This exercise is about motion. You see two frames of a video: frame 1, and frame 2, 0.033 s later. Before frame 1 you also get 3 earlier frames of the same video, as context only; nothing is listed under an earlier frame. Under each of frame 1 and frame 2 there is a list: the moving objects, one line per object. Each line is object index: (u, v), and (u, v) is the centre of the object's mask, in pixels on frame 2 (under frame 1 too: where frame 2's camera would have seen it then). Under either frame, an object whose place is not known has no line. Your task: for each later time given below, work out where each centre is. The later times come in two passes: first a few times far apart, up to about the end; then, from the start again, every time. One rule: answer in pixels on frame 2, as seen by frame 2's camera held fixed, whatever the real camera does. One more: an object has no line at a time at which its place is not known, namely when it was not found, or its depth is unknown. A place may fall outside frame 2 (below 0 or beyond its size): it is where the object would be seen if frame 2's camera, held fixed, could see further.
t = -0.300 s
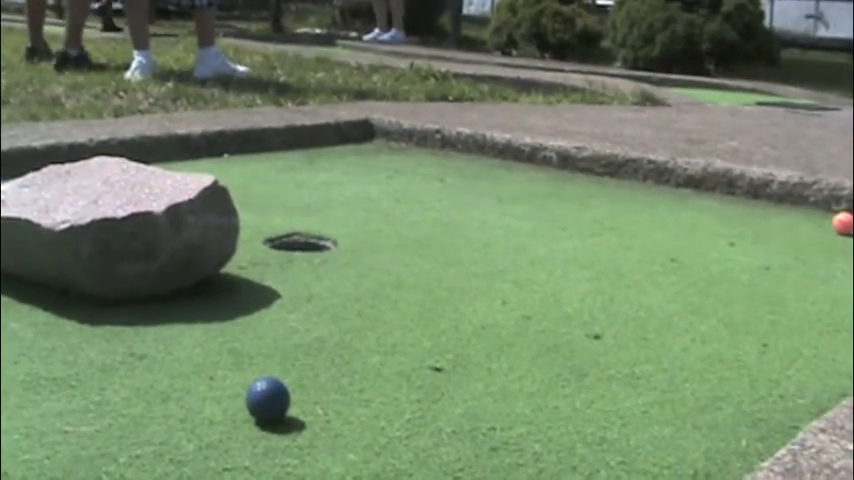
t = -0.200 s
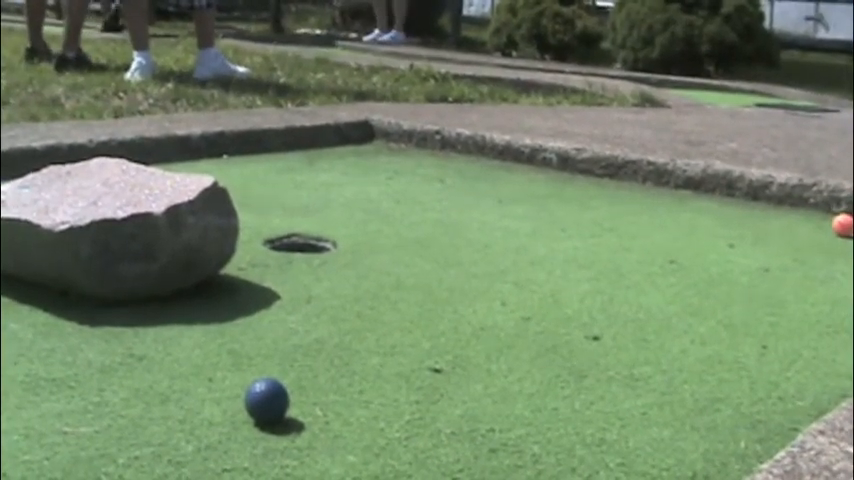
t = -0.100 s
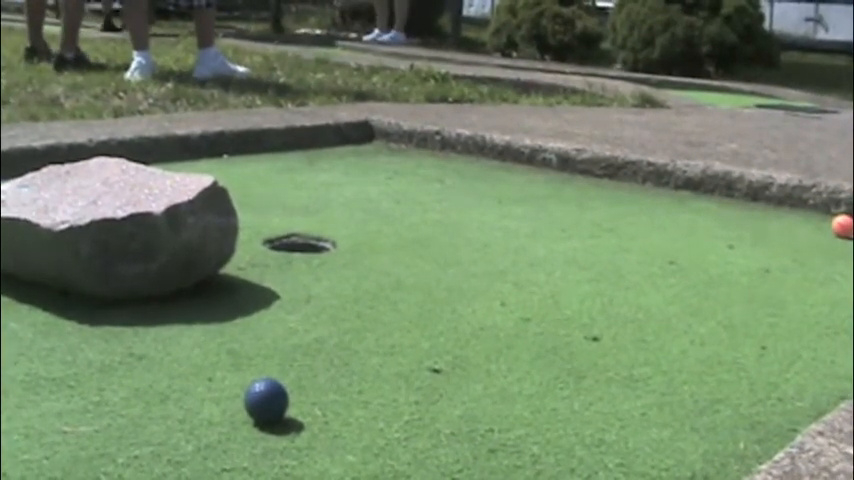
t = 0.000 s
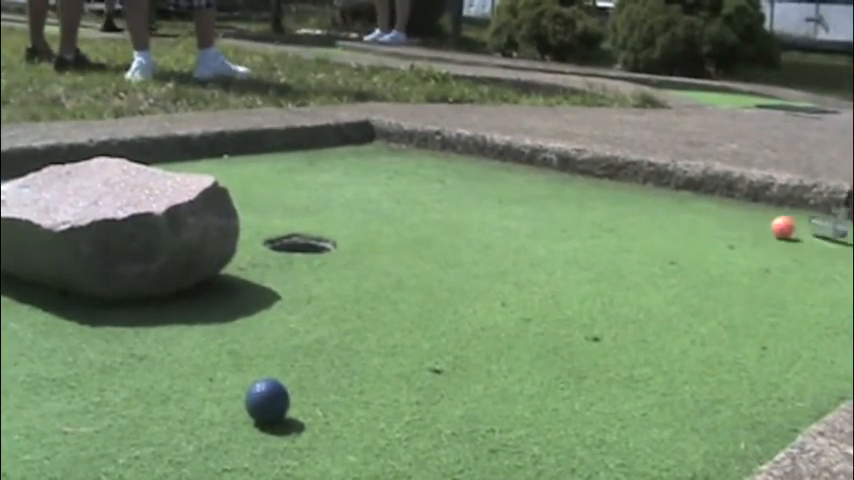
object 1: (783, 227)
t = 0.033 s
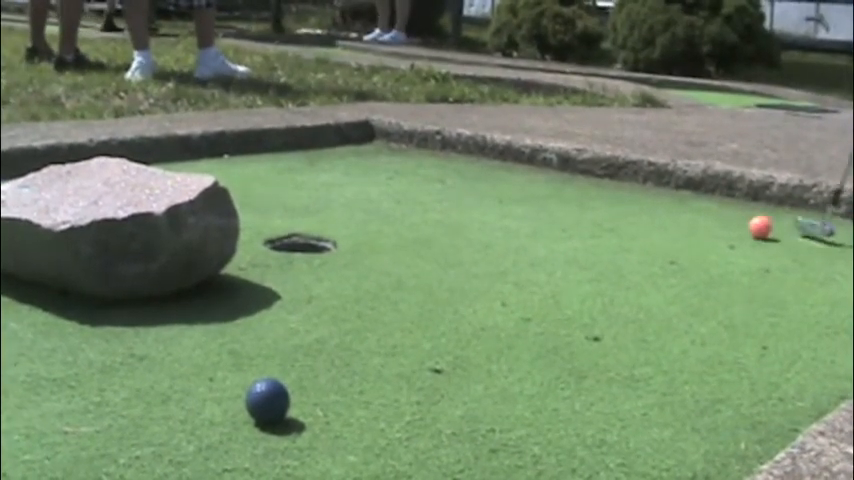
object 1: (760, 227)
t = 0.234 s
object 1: (639, 228)
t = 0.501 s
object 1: (472, 227)
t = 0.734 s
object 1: (323, 227)
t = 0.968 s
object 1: (316, 241)
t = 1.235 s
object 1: (349, 264)
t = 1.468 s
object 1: (363, 283)
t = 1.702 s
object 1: (364, 304)
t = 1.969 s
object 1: (358, 328)
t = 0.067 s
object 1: (739, 227)
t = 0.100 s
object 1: (719, 227)
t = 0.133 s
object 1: (699, 228)
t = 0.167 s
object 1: (679, 228)
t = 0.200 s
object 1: (659, 227)
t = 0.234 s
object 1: (639, 228)
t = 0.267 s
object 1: (619, 227)
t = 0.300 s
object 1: (598, 227)
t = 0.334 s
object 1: (577, 227)
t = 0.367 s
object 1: (557, 227)
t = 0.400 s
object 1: (536, 227)
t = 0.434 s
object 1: (514, 227)
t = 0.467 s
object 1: (493, 226)
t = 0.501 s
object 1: (472, 227)
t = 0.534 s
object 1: (451, 227)
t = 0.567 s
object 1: (429, 227)
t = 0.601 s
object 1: (407, 227)
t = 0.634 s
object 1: (387, 227)
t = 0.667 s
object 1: (366, 226)
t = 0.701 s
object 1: (345, 225)
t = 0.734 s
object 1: (323, 227)
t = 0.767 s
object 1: (301, 235)
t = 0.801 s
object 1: (284, 240)
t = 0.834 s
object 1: (282, 241)
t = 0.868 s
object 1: (292, 237)
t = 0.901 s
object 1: (301, 237)
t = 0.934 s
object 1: (310, 241)
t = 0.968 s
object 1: (316, 241)
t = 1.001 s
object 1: (321, 246)
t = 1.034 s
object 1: (325, 248)
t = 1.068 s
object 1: (330, 251)
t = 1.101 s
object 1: (334, 254)
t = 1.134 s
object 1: (338, 257)
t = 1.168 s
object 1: (342, 259)
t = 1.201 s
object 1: (345, 261)
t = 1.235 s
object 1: (349, 264)
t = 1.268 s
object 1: (352, 267)
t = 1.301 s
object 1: (354, 269)
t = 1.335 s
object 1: (356, 272)
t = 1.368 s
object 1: (358, 275)
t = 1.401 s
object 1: (360, 277)
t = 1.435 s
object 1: (362, 280)
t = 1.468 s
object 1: (363, 283)
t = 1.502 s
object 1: (363, 286)
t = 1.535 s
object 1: (364, 289)
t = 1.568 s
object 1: (364, 292)
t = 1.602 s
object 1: (365, 295)
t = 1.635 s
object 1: (365, 298)
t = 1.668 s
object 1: (364, 301)
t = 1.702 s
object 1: (364, 304)
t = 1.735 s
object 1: (364, 307)
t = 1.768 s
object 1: (363, 309)
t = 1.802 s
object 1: (362, 313)
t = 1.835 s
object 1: (362, 316)
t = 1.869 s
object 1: (360, 318)
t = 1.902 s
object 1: (360, 321)
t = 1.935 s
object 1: (359, 324)
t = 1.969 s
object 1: (358, 328)
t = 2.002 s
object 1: (357, 331)
